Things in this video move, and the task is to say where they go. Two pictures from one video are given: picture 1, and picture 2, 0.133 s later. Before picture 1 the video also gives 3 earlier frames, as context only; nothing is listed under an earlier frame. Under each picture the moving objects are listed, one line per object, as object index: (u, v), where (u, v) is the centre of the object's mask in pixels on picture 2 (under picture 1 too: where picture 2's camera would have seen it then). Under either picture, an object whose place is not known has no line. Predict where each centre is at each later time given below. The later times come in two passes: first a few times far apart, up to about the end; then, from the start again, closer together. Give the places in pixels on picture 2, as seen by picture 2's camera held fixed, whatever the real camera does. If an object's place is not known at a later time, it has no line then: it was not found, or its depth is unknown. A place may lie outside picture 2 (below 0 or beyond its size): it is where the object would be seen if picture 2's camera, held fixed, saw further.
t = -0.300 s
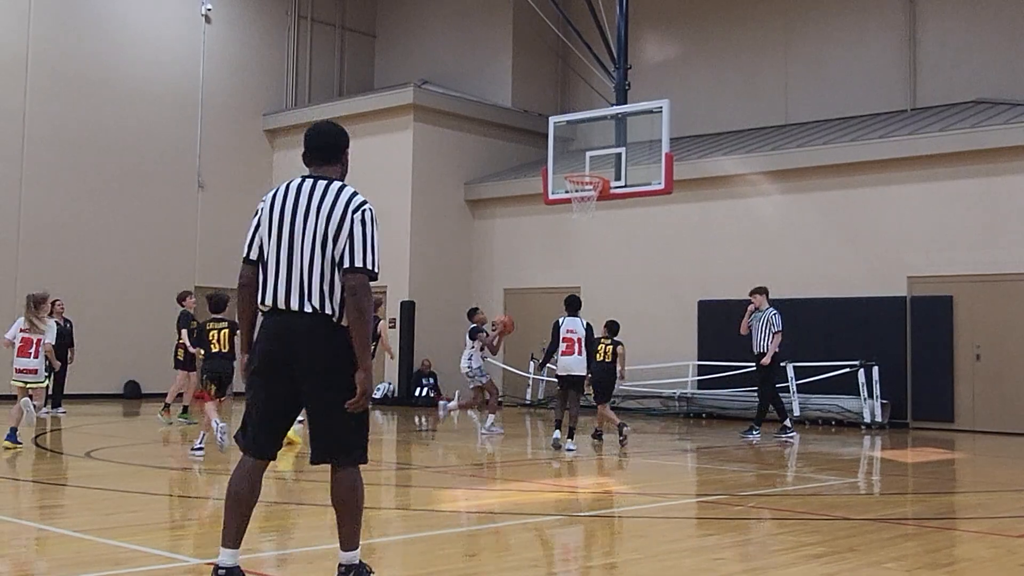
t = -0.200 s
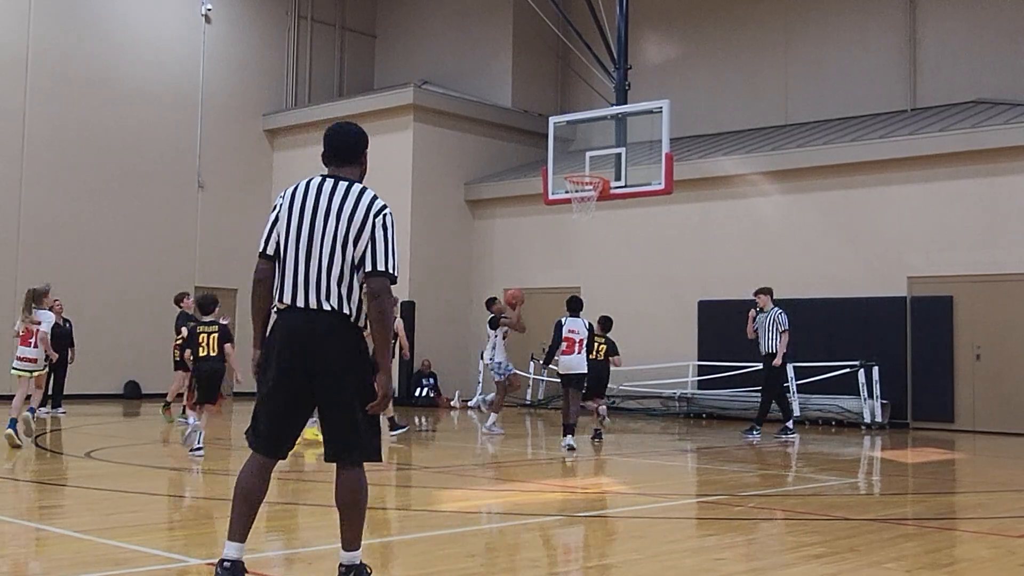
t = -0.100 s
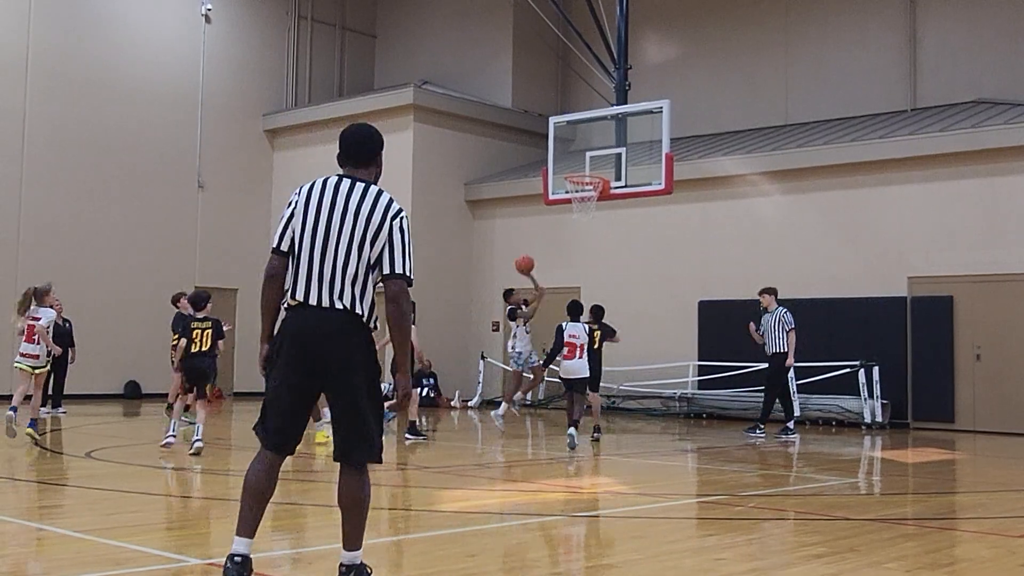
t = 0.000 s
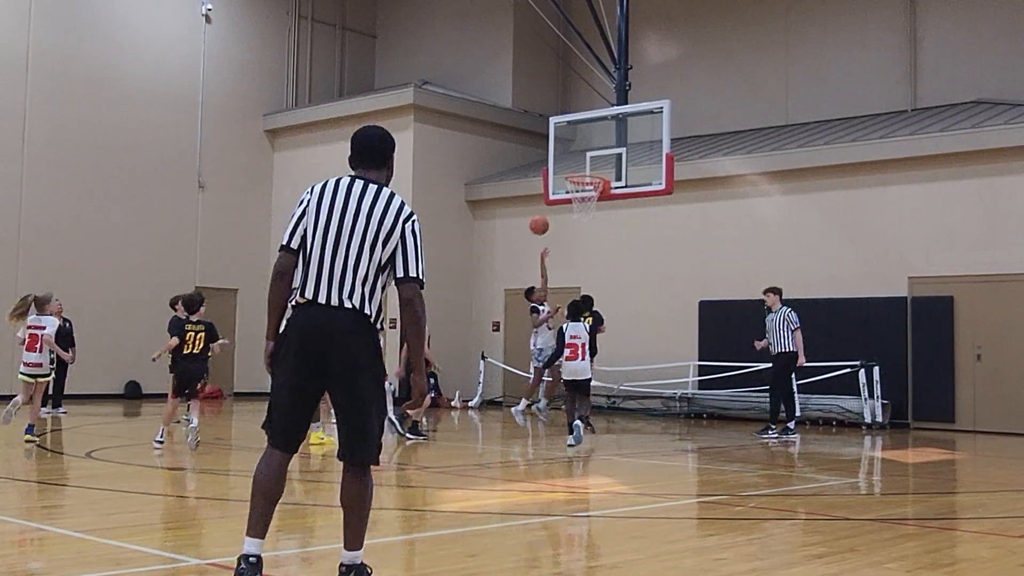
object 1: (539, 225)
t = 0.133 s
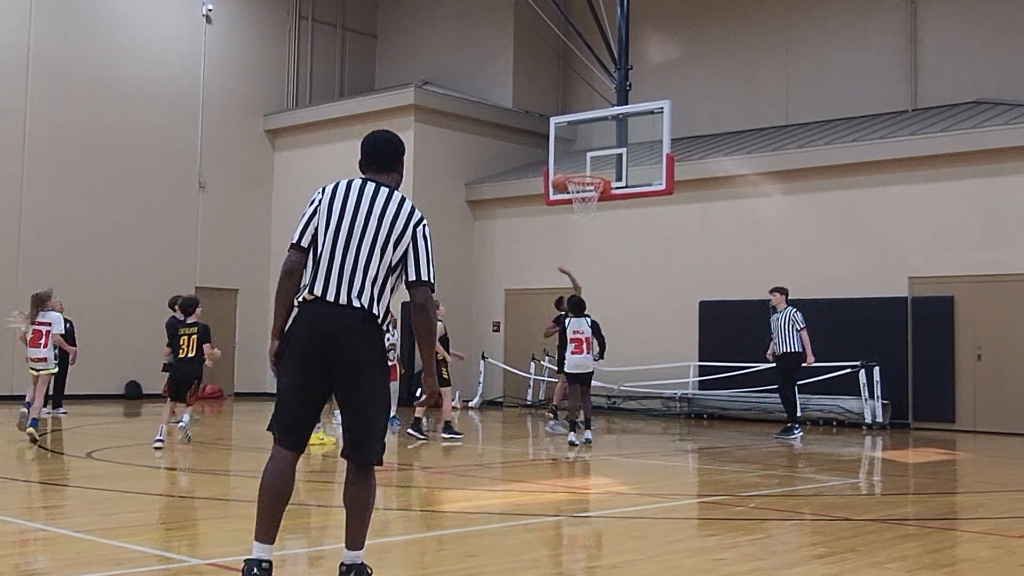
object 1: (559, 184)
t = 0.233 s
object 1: (576, 161)
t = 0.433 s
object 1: (581, 153)
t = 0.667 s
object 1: (583, 187)
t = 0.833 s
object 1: (583, 221)
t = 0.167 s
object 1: (565, 174)
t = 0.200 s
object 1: (571, 167)
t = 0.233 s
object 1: (576, 161)
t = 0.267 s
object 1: (579, 156)
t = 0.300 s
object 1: (580, 154)
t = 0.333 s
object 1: (580, 152)
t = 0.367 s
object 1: (580, 152)
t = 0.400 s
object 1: (581, 152)
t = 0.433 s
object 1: (581, 153)
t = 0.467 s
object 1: (581, 156)
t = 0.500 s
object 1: (582, 158)
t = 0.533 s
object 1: (582, 162)
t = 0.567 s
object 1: (582, 167)
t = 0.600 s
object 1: (583, 172)
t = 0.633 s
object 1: (584, 179)
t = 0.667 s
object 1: (583, 187)
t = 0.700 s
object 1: (583, 195)
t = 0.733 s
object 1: (583, 203)
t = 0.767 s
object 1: (583, 214)
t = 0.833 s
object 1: (583, 221)
